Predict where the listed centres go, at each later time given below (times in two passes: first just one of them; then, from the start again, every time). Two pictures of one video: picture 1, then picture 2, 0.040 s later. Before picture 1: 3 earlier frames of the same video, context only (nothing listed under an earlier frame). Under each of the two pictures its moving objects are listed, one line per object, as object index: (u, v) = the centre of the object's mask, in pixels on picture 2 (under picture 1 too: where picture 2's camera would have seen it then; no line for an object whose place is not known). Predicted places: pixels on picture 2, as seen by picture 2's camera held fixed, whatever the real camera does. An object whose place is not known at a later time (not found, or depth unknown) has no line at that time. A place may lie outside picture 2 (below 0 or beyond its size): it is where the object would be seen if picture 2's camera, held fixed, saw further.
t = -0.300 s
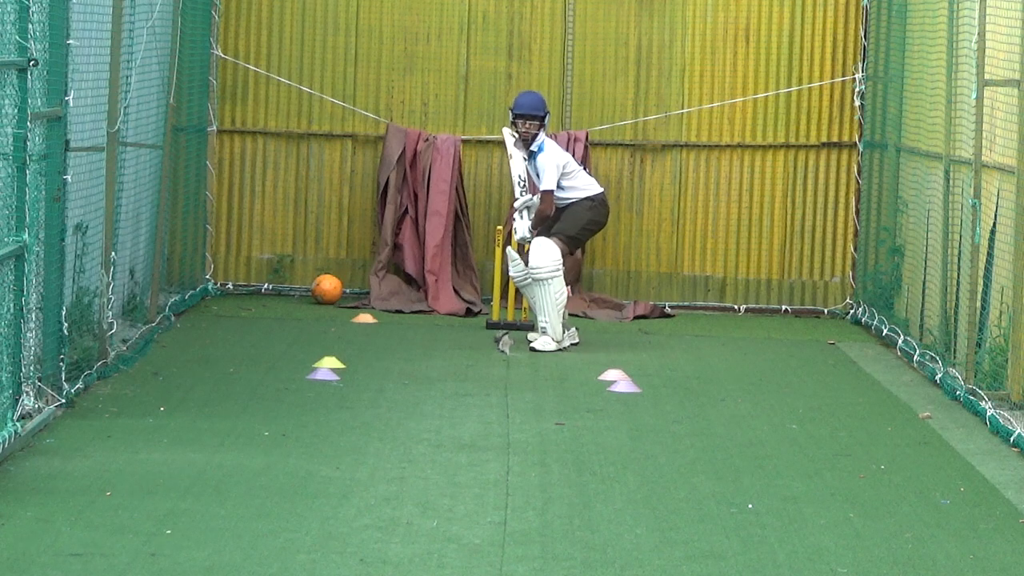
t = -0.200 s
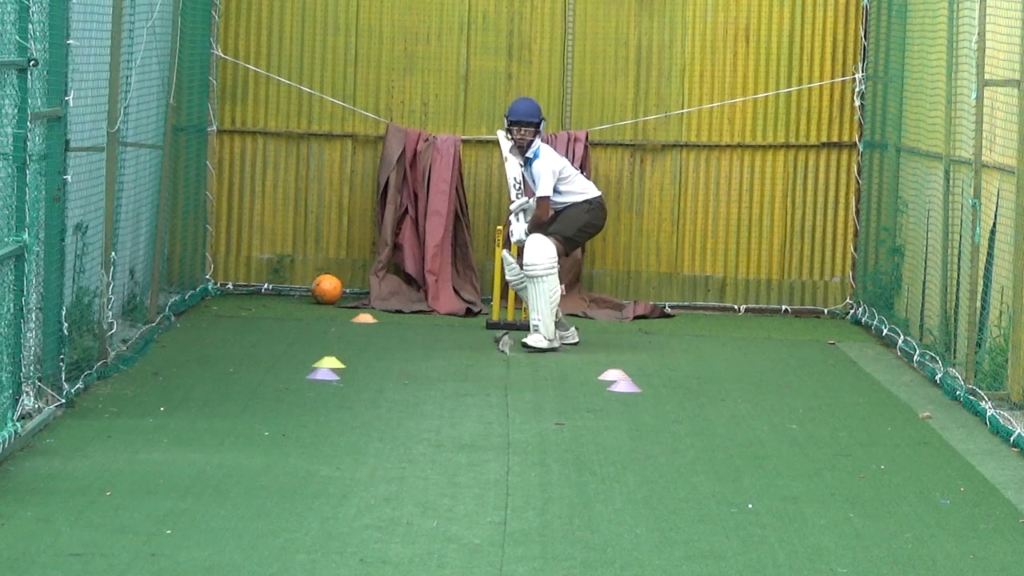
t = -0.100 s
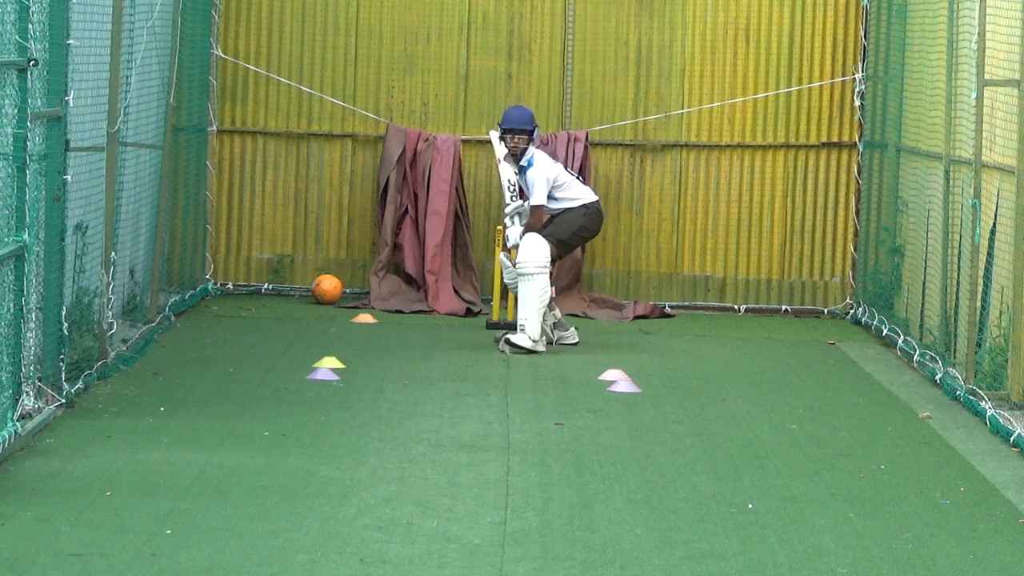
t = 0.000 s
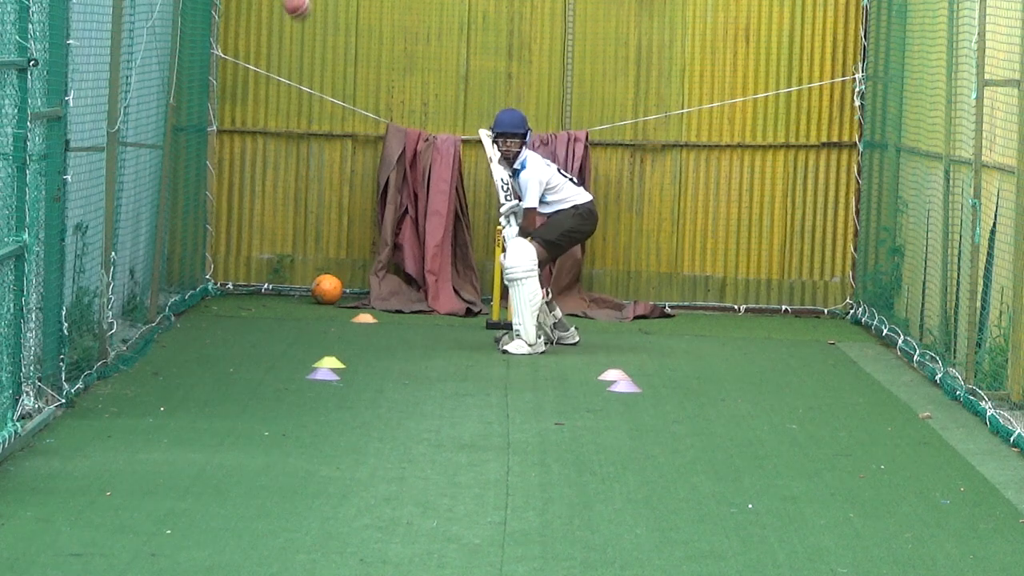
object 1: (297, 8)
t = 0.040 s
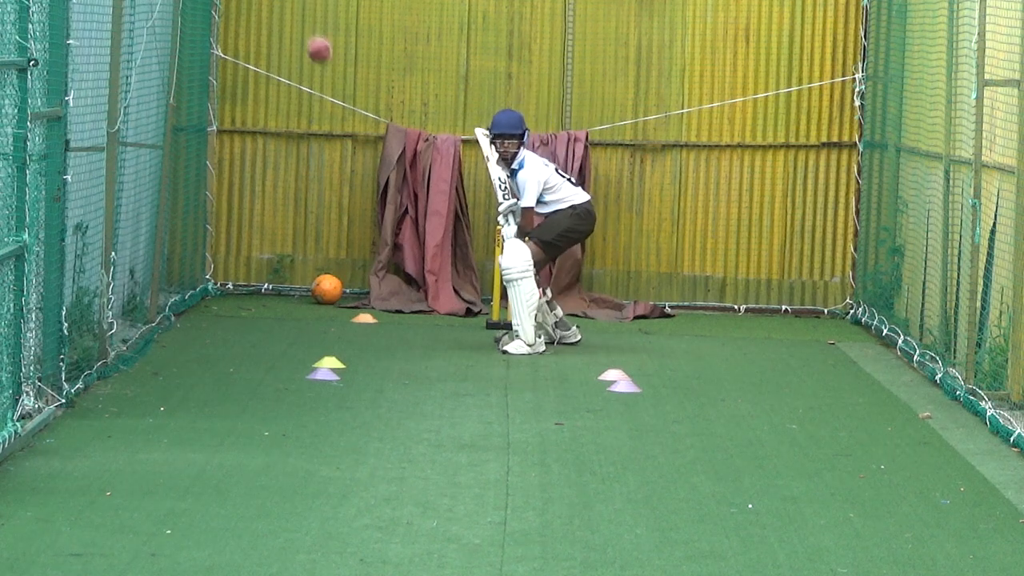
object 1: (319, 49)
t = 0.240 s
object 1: (395, 269)
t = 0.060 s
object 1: (329, 71)
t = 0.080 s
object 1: (338, 93)
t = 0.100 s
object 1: (347, 115)
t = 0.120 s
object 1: (355, 136)
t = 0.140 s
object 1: (362, 157)
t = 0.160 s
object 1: (370, 180)
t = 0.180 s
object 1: (377, 204)
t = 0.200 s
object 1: (383, 225)
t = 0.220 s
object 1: (390, 248)
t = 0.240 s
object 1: (395, 269)
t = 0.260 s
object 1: (401, 289)
